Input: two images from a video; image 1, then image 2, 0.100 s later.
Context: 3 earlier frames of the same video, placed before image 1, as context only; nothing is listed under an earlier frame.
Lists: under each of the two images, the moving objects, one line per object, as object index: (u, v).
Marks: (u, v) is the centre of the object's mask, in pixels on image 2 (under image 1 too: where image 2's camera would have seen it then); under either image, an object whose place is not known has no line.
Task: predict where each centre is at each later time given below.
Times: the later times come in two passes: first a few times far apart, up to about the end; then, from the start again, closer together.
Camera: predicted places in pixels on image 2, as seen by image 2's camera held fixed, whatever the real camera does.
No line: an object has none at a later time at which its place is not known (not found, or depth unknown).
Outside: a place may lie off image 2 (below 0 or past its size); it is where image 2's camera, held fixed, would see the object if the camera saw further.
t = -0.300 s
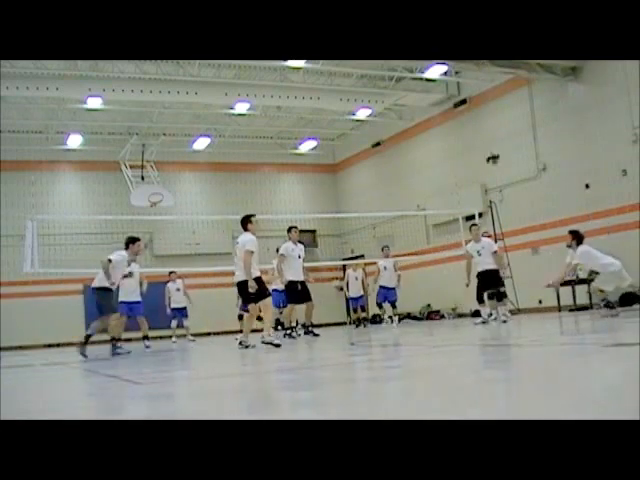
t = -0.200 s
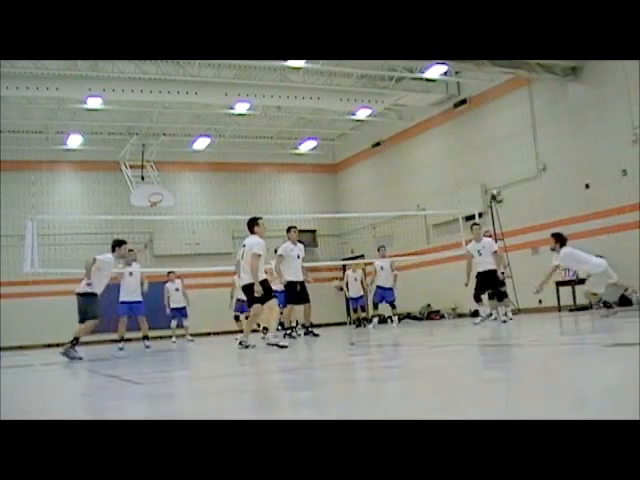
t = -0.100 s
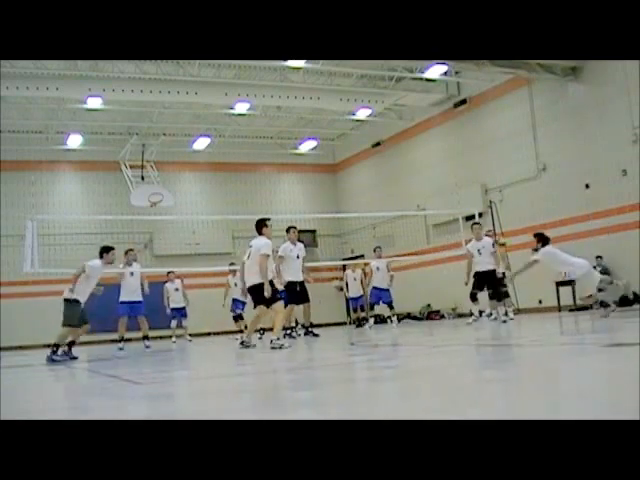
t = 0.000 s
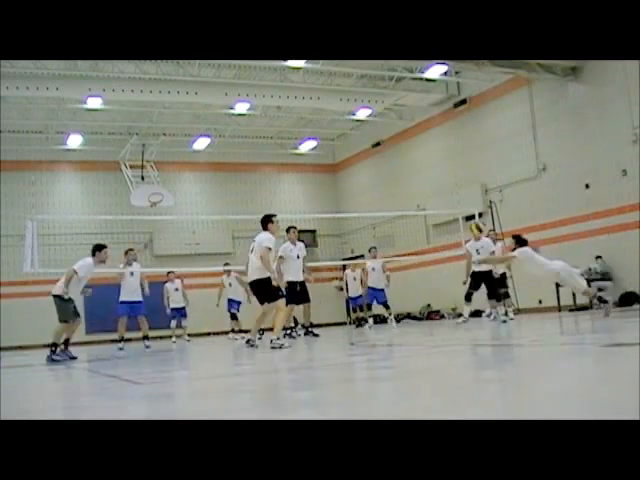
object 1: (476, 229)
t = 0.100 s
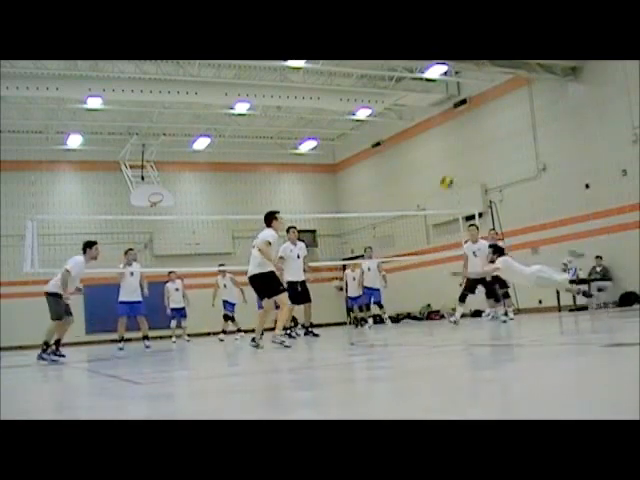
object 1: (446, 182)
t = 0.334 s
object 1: (379, 107)
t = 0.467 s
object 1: (342, 85)
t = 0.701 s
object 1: (289, 72)
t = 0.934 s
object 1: (240, 92)
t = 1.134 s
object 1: (202, 135)
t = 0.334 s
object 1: (379, 107)
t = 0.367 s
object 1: (370, 101)
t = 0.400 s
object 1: (361, 95)
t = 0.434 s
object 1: (351, 90)
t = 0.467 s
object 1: (342, 85)
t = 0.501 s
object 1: (336, 79)
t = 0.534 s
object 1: (327, 77)
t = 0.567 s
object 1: (319, 74)
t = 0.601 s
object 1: (310, 73)
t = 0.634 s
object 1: (304, 72)
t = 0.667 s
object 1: (297, 71)
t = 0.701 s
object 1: (289, 72)
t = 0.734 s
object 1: (281, 72)
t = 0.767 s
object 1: (274, 73)
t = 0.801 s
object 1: (267, 76)
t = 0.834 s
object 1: (261, 80)
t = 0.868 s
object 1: (254, 83)
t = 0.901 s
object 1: (246, 88)
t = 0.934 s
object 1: (240, 92)
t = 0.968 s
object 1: (233, 97)
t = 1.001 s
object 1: (227, 103)
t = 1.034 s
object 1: (221, 111)
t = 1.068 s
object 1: (214, 118)
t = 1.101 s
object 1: (208, 127)
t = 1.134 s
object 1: (202, 135)
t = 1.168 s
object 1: (195, 145)
